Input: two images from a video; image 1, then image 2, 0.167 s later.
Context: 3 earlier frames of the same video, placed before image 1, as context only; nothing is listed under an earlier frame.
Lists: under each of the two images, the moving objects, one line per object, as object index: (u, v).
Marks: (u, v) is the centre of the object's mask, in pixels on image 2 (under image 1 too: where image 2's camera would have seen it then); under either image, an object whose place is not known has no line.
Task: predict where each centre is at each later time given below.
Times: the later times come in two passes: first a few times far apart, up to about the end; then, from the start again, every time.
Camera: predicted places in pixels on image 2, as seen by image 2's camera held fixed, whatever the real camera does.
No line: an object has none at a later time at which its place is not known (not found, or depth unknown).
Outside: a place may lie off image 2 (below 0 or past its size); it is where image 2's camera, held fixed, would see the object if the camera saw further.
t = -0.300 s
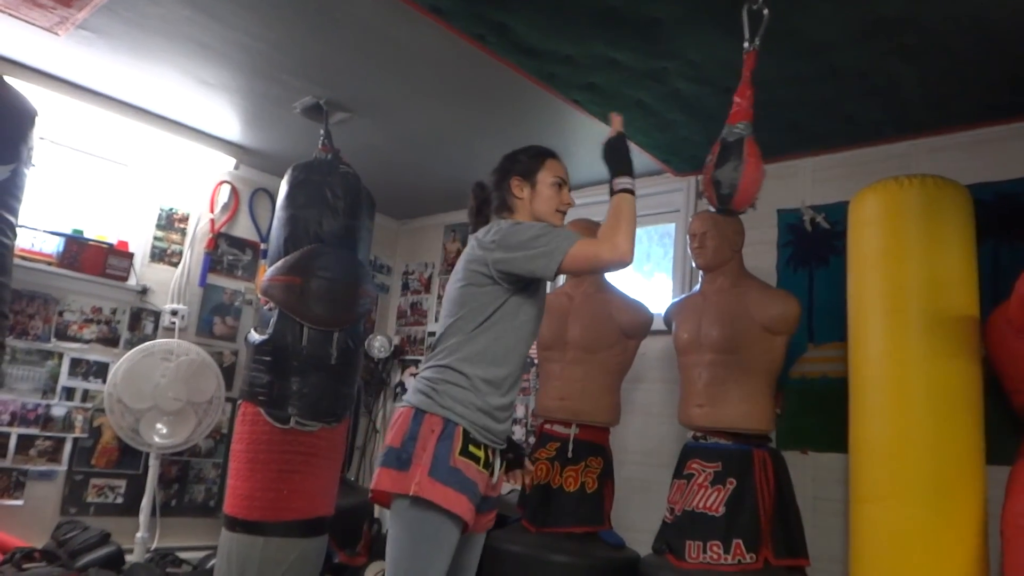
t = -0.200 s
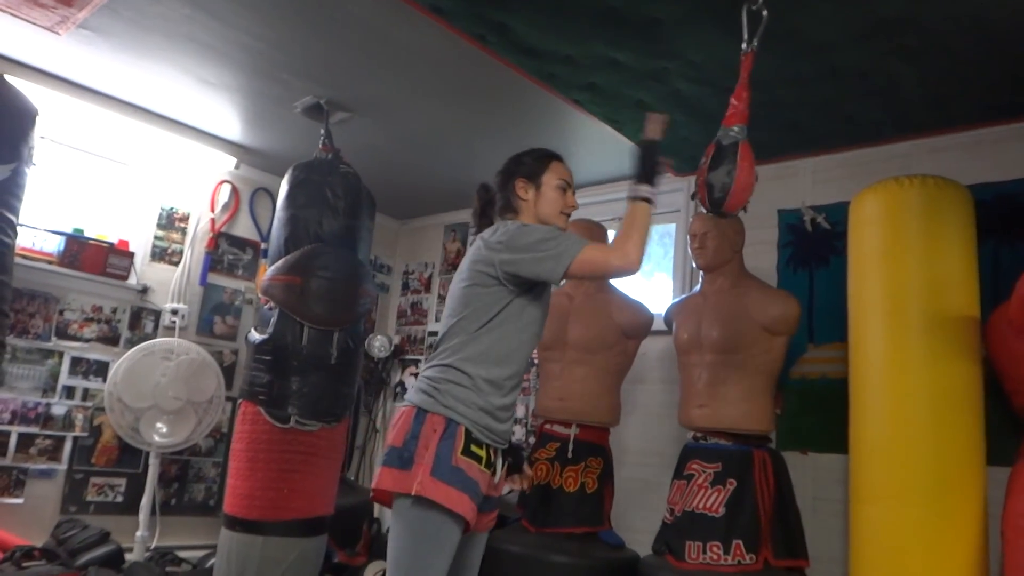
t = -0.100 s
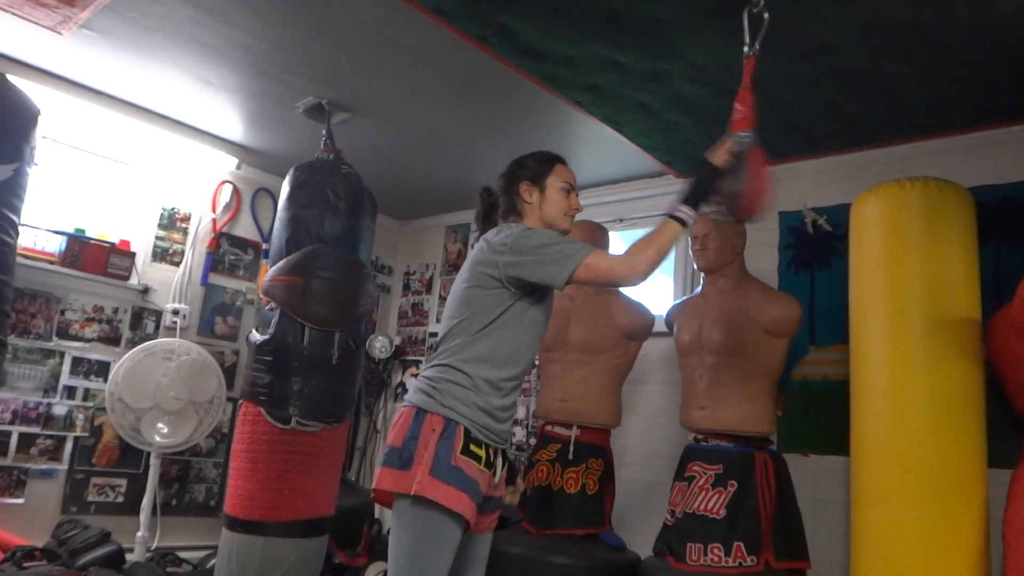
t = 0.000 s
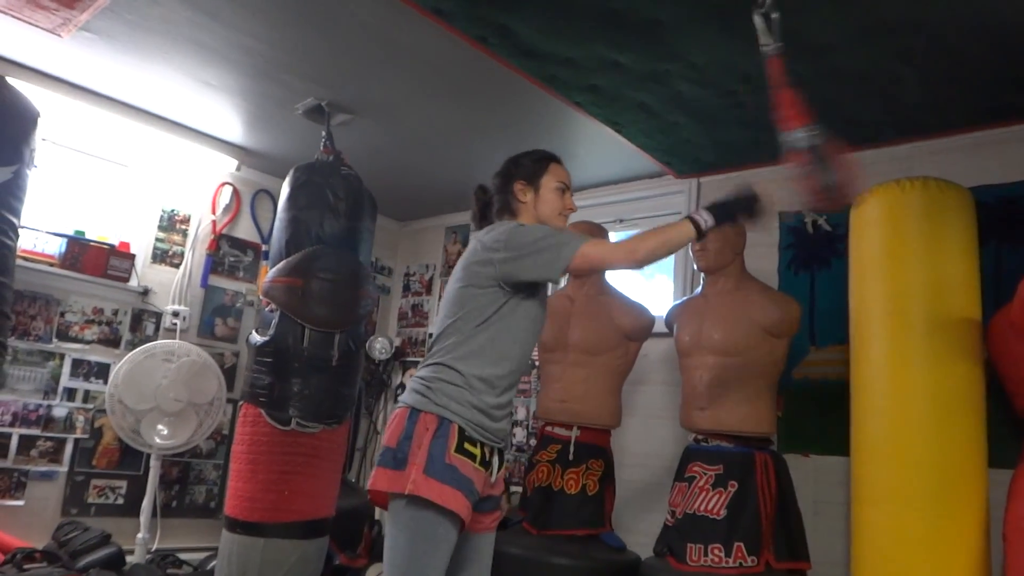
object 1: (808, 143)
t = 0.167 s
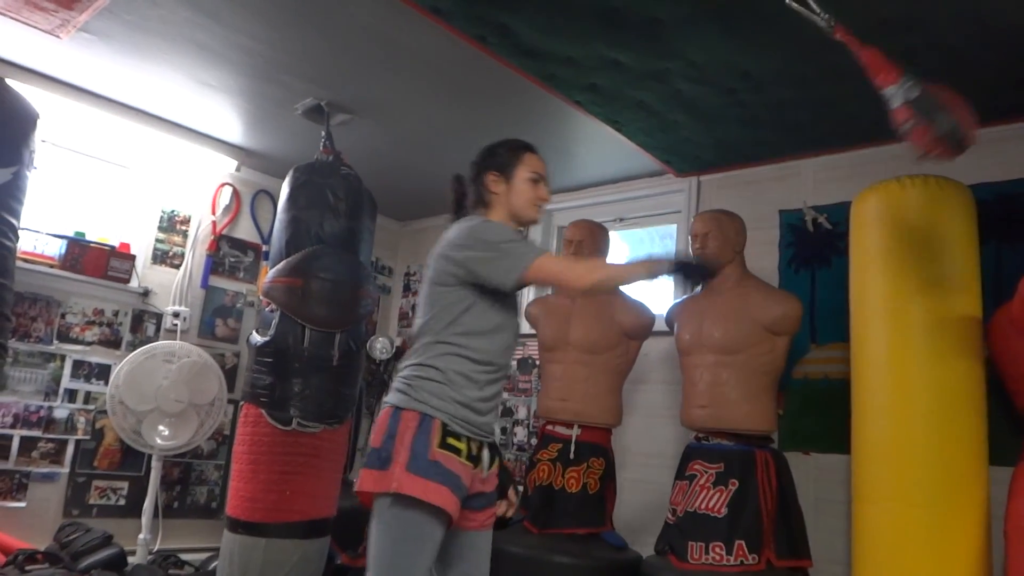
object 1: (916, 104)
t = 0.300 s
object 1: (934, 83)
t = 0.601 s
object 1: (817, 139)
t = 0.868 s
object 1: (636, 116)
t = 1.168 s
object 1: (637, 109)
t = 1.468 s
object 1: (809, 135)
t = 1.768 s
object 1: (914, 89)
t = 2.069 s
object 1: (799, 140)
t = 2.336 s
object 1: (642, 124)
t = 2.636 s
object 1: (637, 121)
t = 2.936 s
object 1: (815, 141)
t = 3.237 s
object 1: (910, 106)
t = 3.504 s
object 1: (803, 148)
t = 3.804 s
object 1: (641, 123)
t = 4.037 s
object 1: (635, 115)
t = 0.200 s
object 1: (926, 97)
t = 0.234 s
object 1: (933, 90)
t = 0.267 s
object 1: (935, 85)
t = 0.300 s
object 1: (934, 83)
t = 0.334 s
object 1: (931, 83)
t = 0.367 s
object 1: (924, 85)
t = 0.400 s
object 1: (917, 91)
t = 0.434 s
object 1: (907, 98)
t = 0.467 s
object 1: (896, 109)
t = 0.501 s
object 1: (882, 120)
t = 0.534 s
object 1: (863, 129)
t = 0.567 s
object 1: (841, 137)
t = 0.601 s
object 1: (817, 139)
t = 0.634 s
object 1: (792, 139)
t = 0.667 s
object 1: (765, 139)
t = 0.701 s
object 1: (737, 139)
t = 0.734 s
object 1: (711, 137)
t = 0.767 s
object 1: (689, 131)
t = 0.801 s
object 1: (667, 126)
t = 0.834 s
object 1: (650, 121)
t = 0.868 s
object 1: (636, 116)
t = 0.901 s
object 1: (627, 110)
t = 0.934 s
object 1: (619, 106)
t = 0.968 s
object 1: (614, 101)
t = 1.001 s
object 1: (613, 97)
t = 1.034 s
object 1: (615, 95)
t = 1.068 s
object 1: (618, 95)
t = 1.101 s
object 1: (623, 97)
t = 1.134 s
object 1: (629, 102)
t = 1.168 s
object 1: (637, 109)
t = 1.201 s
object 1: (645, 118)
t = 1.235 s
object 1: (655, 130)
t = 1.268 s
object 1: (670, 138)
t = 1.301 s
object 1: (689, 142)
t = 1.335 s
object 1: (710, 142)
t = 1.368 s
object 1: (731, 142)
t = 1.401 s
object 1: (757, 143)
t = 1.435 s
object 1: (782, 139)
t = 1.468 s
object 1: (809, 135)
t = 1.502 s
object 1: (833, 133)
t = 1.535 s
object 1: (856, 127)
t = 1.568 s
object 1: (875, 122)
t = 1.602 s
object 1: (890, 116)
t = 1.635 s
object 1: (899, 107)
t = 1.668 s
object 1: (907, 101)
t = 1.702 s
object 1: (912, 95)
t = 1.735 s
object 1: (914, 90)
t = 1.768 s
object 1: (914, 89)
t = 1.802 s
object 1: (910, 90)
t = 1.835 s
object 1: (906, 95)
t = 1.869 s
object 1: (898, 102)
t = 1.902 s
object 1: (890, 111)
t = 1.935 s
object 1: (879, 121)
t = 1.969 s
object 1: (862, 128)
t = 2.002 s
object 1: (844, 134)
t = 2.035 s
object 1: (822, 136)
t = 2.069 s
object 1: (799, 140)
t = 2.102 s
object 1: (775, 144)
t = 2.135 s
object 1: (751, 143)
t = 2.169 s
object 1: (726, 143)
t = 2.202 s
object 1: (704, 141)
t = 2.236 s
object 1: (685, 138)
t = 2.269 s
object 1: (668, 136)
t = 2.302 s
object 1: (653, 132)
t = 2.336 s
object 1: (642, 124)
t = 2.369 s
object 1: (634, 117)
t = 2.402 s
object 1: (628, 111)
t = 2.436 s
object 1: (624, 107)
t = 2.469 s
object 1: (622, 105)
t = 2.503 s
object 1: (622, 104)
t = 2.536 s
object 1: (623, 106)
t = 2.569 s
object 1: (626, 109)
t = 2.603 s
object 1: (630, 115)
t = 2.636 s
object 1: (637, 121)
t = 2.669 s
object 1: (649, 128)
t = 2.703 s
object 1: (664, 133)
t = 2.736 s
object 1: (681, 137)
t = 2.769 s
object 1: (699, 141)
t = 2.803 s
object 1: (722, 144)
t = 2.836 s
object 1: (745, 146)
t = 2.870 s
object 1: (770, 147)
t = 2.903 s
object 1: (793, 142)
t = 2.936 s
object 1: (815, 141)
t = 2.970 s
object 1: (837, 137)
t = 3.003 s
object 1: (857, 132)
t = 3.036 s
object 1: (874, 126)
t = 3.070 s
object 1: (887, 119)
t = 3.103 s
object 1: (897, 113)
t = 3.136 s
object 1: (904, 108)
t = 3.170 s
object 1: (909, 105)
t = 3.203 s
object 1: (911, 105)
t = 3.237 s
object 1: (910, 106)
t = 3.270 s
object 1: (907, 109)
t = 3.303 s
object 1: (902, 114)
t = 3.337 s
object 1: (892, 120)
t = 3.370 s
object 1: (879, 126)
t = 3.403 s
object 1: (863, 131)
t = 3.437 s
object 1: (846, 139)
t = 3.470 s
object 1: (824, 144)
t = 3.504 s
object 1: (803, 148)
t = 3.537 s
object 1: (780, 148)
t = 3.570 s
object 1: (758, 150)
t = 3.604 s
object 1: (735, 150)
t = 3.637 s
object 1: (714, 148)
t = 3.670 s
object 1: (696, 144)
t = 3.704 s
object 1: (680, 140)
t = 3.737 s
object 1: (666, 133)
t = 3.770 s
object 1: (652, 128)
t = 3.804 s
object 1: (641, 123)
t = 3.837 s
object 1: (634, 117)
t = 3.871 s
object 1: (627, 114)
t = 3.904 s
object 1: (623, 112)
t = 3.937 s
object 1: (622, 111)
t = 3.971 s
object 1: (623, 111)
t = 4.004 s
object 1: (628, 113)
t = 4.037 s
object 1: (635, 115)
